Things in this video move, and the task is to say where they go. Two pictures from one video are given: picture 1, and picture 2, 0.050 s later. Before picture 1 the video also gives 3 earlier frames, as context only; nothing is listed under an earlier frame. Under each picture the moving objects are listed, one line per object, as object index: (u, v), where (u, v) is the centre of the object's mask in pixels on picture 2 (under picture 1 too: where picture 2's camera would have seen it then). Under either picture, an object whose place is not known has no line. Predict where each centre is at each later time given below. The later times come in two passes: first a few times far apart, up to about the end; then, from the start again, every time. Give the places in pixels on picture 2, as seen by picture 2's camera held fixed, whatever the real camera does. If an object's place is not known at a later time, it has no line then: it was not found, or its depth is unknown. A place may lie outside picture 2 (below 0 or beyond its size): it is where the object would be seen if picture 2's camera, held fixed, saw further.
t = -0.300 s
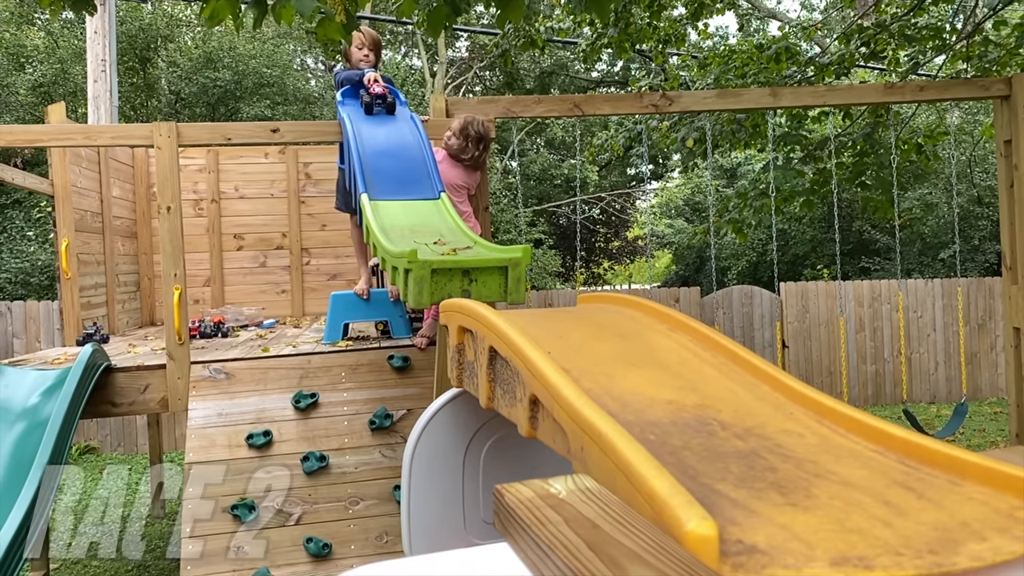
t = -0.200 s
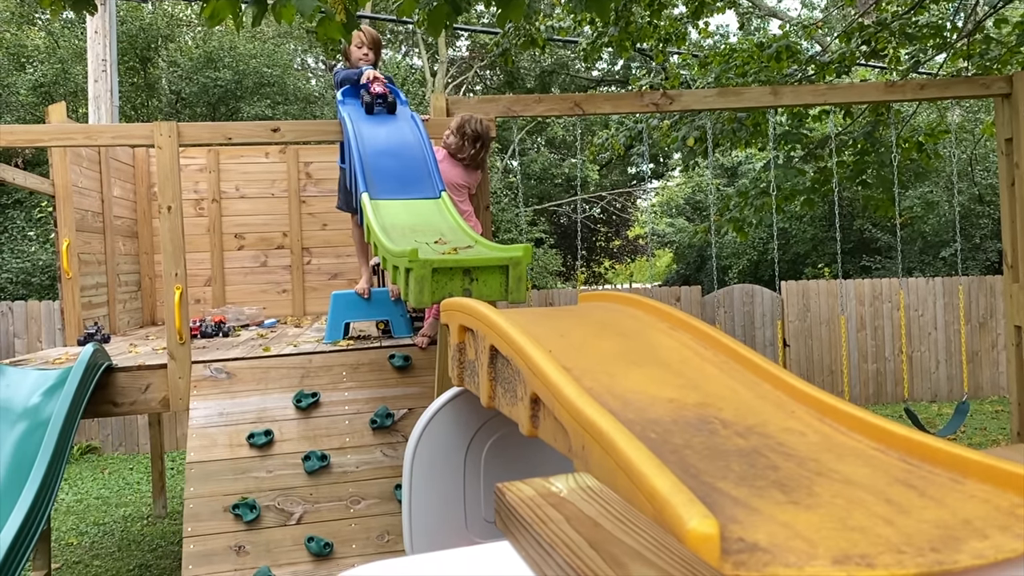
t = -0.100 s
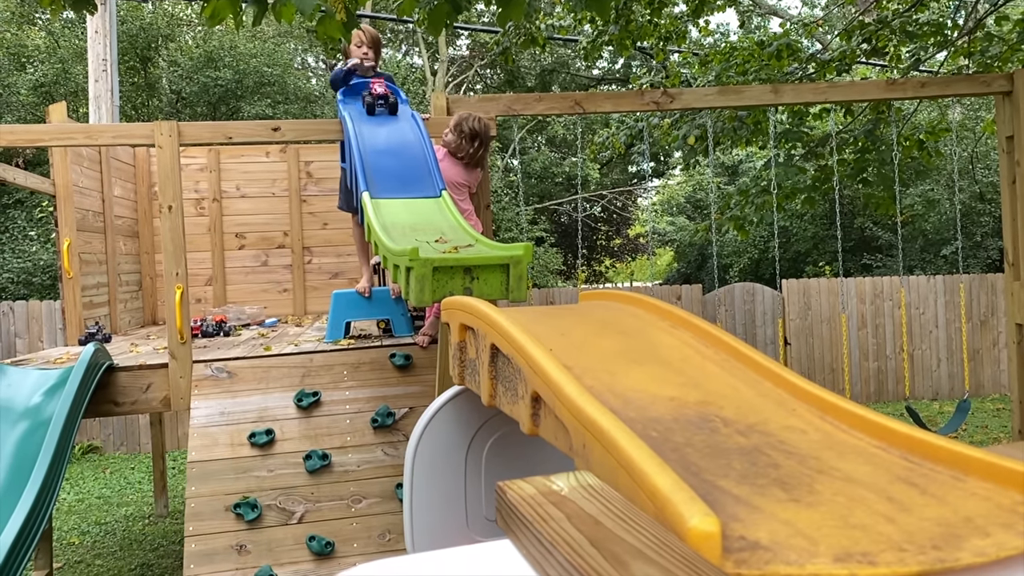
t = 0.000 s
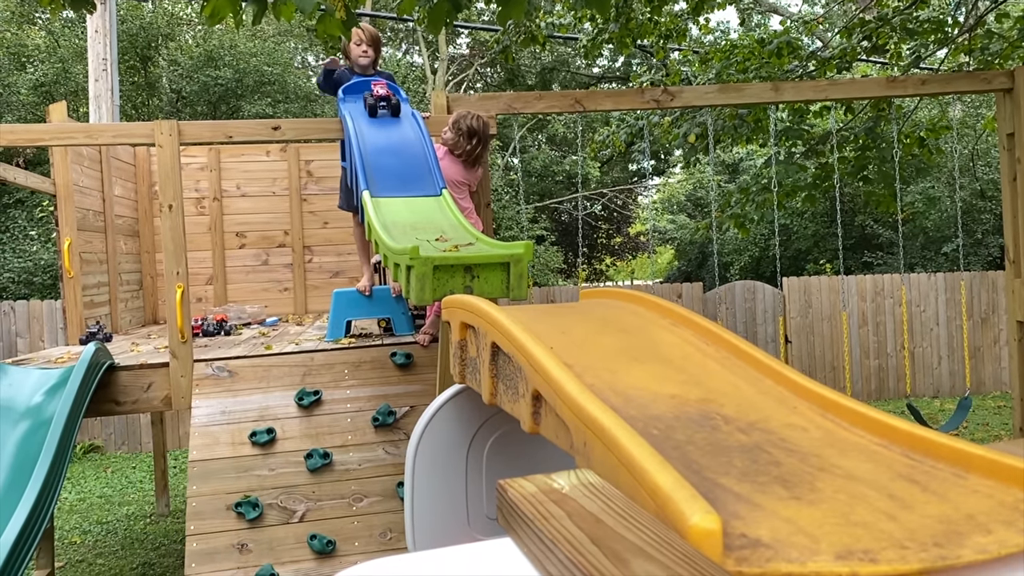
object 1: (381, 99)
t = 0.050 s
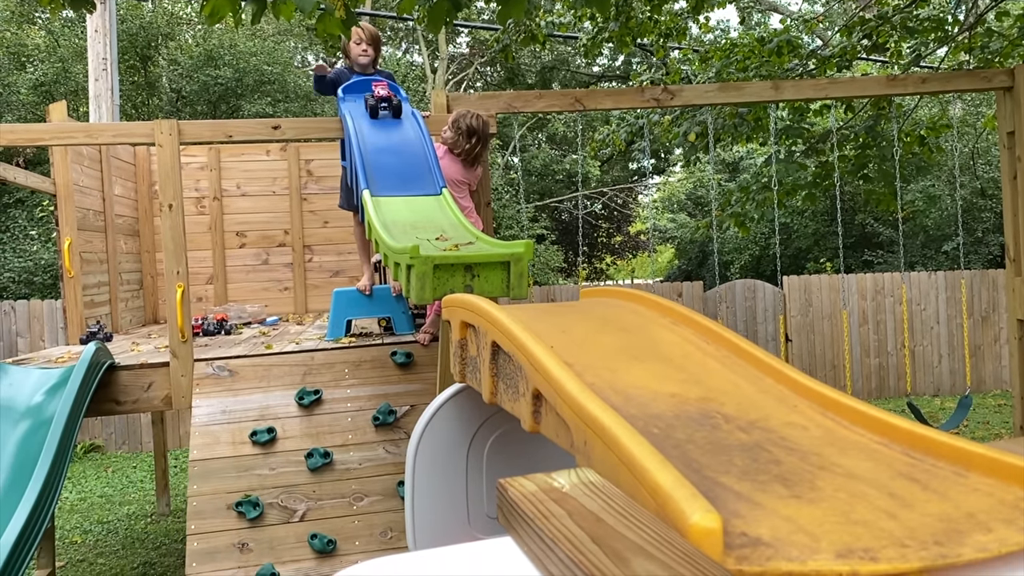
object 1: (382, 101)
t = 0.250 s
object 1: (391, 118)
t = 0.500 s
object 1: (413, 193)
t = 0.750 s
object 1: (448, 232)
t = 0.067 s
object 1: (383, 102)
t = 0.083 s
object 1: (384, 103)
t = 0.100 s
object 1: (384, 104)
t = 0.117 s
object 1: (385, 105)
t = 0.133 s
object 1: (386, 106)
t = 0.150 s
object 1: (386, 107)
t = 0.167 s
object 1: (387, 108)
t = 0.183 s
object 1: (387, 110)
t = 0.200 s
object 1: (388, 112)
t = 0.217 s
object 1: (389, 114)
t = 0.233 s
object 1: (390, 116)
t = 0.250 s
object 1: (391, 118)
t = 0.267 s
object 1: (392, 121)
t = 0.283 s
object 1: (393, 125)
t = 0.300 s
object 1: (394, 128)
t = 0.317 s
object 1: (395, 132)
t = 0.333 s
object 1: (397, 136)
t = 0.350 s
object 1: (398, 140)
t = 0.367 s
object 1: (399, 146)
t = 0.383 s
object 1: (401, 151)
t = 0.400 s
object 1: (402, 157)
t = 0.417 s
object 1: (404, 163)
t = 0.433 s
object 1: (405, 170)
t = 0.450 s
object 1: (407, 177)
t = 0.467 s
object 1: (409, 182)
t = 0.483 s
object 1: (411, 188)
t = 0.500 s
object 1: (413, 193)
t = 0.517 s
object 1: (414, 197)
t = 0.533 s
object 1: (416, 202)
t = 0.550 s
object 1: (419, 205)
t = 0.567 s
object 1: (421, 209)
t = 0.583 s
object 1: (423, 213)
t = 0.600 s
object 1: (425, 217)
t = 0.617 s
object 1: (427, 220)
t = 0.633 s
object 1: (430, 222)
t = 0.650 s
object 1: (432, 225)
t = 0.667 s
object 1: (435, 227)
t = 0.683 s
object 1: (437, 229)
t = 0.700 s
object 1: (439, 230)
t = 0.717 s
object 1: (443, 231)
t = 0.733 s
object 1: (445, 232)
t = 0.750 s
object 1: (448, 232)
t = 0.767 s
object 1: (451, 232)
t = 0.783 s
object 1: (454, 231)
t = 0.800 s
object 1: (457, 231)
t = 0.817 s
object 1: (460, 231)
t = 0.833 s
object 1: (463, 232)
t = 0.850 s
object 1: (467, 234)
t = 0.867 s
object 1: (470, 237)
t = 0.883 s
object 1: (474, 241)
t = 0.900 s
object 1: (478, 247)
